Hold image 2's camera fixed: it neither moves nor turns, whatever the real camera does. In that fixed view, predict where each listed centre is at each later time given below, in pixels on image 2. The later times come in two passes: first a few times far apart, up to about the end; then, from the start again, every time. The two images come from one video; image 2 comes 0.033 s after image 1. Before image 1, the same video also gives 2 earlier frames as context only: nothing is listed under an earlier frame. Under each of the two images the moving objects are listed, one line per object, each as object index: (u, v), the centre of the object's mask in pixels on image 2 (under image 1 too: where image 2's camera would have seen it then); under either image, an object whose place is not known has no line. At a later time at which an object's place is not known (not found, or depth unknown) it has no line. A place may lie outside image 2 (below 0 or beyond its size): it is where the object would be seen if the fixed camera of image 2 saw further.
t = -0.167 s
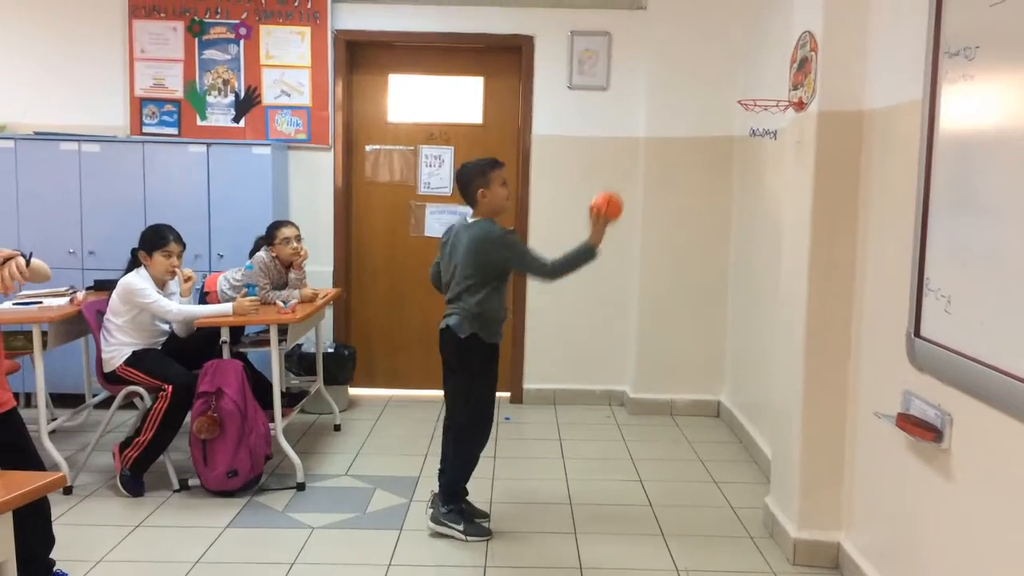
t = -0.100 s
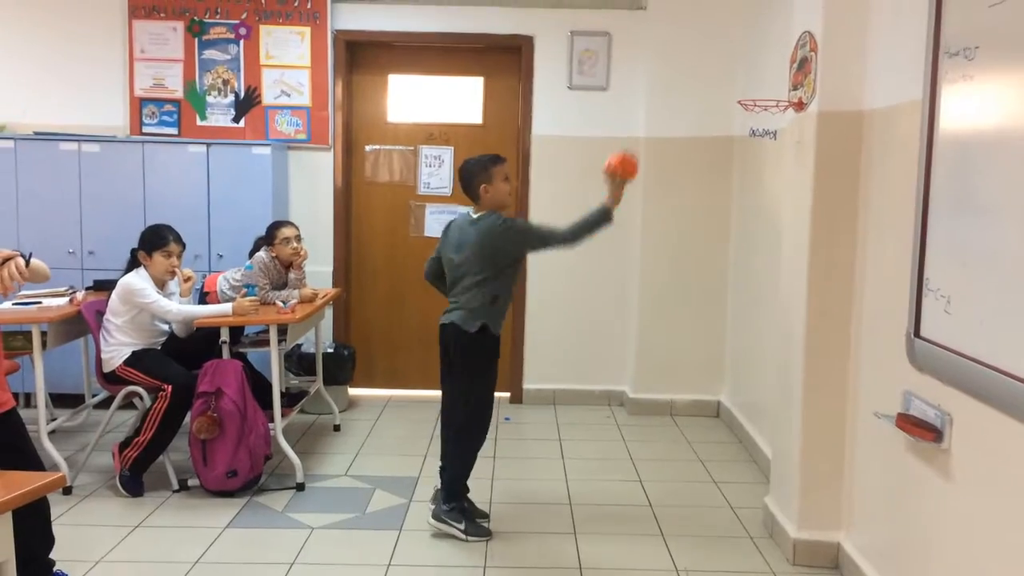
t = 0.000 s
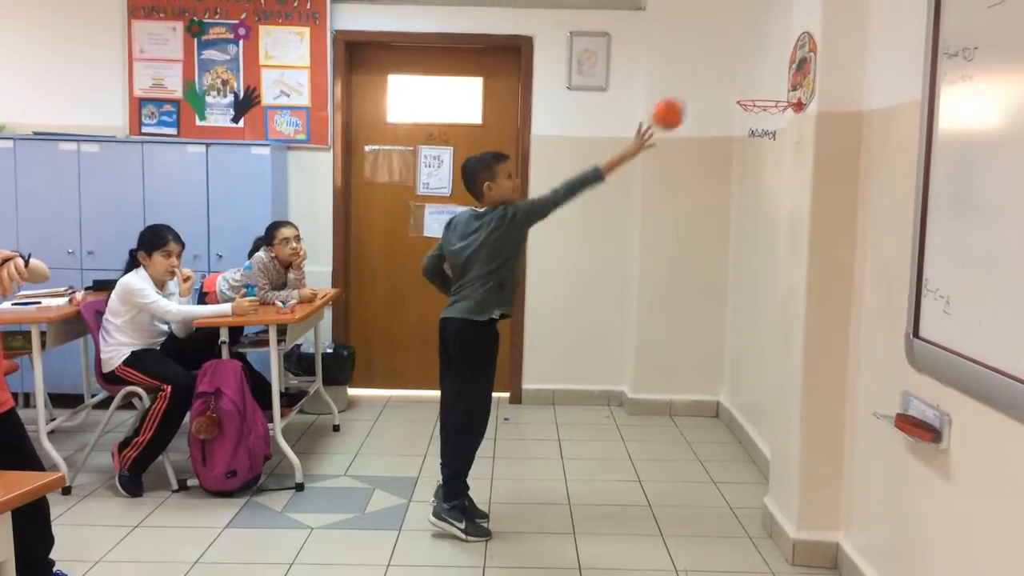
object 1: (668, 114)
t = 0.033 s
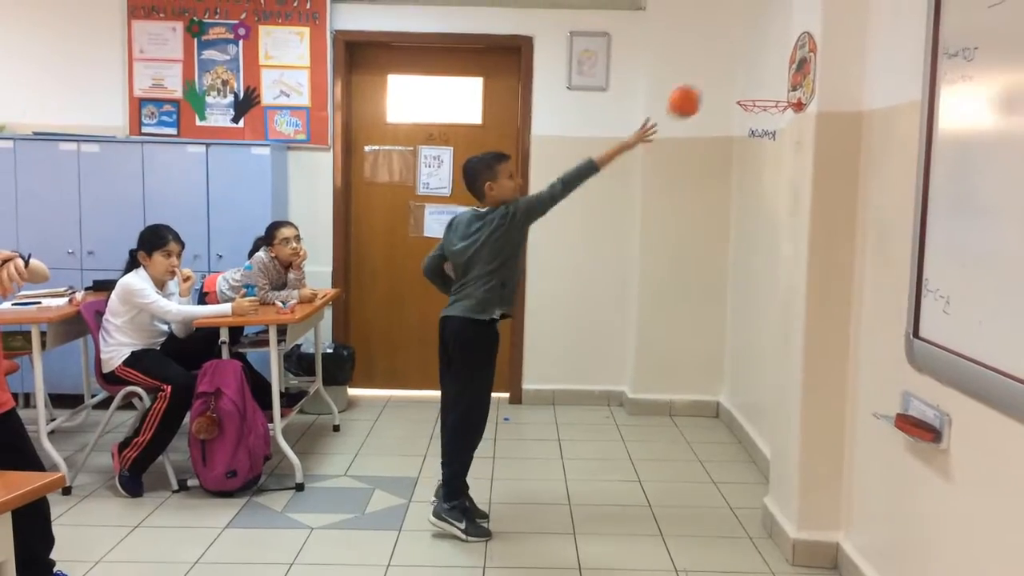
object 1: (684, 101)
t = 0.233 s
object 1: (778, 91)
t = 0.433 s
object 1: (771, 88)
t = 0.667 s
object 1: (753, 199)
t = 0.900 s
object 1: (733, 436)
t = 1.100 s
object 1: (737, 417)
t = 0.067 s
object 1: (700, 92)
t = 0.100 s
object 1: (716, 86)
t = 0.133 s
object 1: (731, 83)
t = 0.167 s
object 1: (747, 82)
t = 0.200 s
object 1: (762, 85)
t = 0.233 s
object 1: (778, 91)
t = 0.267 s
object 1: (781, 89)
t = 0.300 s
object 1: (779, 83)
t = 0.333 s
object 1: (777, 80)
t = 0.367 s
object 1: (775, 80)
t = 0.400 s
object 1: (773, 83)
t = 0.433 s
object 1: (771, 88)
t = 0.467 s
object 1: (768, 98)
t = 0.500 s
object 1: (765, 109)
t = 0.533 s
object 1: (762, 124)
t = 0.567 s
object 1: (760, 139)
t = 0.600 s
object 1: (758, 155)
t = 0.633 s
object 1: (755, 177)
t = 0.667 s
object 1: (753, 199)
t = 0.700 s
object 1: (751, 227)
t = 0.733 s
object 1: (748, 255)
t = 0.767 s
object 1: (745, 287)
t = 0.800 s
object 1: (743, 320)
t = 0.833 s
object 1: (739, 355)
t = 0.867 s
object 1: (737, 395)
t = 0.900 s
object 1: (733, 436)
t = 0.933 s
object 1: (731, 479)
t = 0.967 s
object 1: (728, 524)
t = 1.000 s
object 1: (729, 499)
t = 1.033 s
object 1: (732, 469)
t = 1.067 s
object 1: (735, 441)
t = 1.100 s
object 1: (737, 417)
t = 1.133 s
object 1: (740, 395)
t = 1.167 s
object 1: (741, 374)
